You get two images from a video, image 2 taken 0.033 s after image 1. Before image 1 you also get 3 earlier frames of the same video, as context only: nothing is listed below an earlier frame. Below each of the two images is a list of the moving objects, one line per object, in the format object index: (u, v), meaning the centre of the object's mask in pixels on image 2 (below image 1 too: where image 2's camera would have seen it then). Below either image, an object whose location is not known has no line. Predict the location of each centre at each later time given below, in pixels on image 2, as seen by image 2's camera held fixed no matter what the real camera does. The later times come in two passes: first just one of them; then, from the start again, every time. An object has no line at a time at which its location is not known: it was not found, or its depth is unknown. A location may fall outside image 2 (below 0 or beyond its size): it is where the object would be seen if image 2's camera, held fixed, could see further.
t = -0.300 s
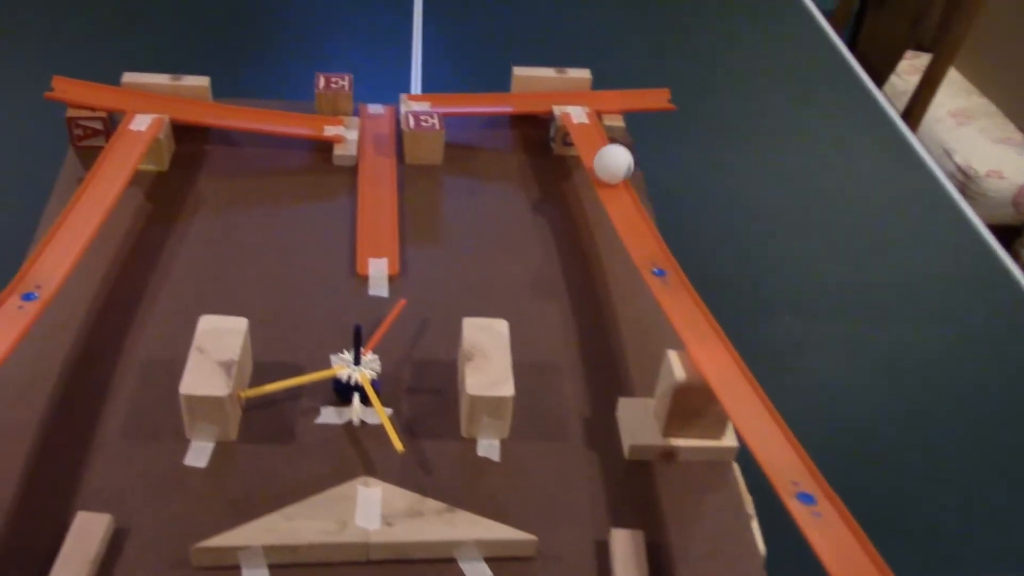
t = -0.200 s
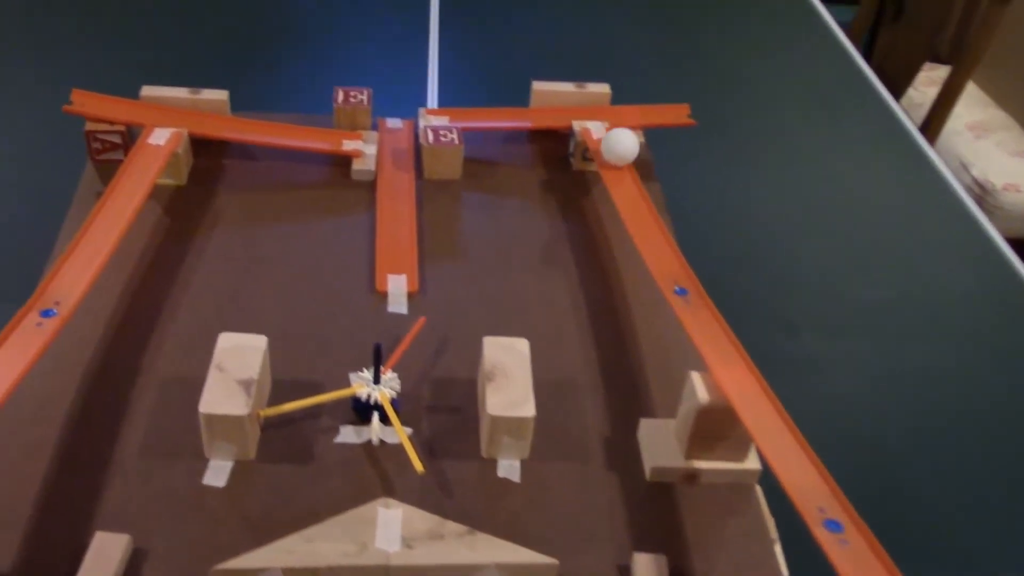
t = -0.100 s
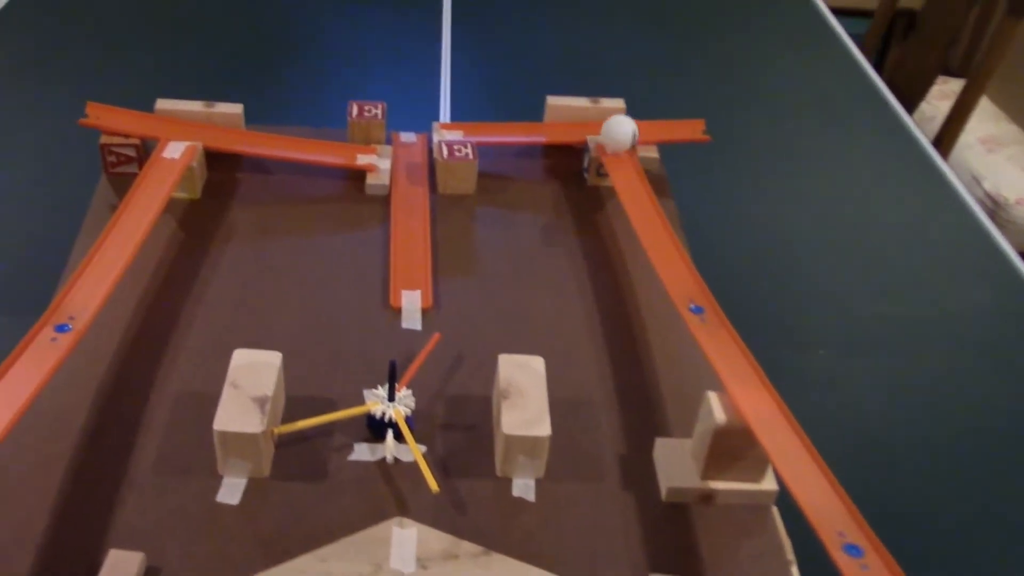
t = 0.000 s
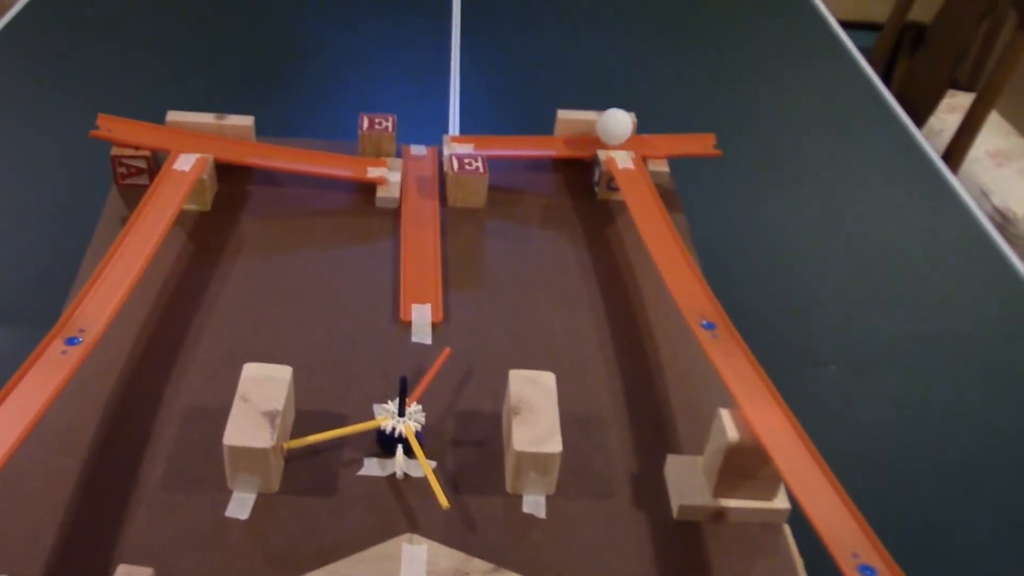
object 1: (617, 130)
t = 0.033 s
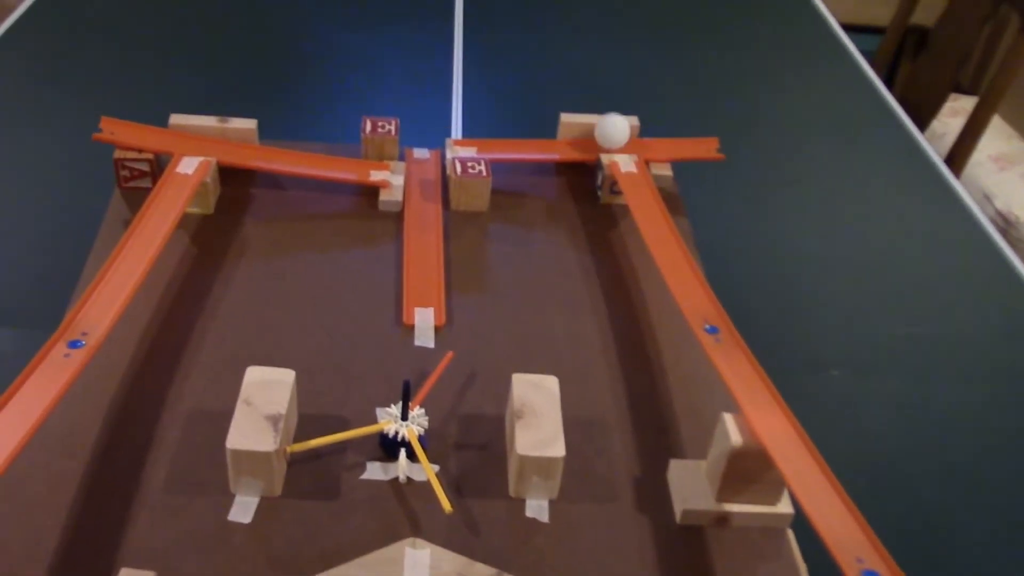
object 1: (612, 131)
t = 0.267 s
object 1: (585, 139)
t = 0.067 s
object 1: (610, 137)
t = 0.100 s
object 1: (607, 136)
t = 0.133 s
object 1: (603, 136)
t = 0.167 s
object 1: (599, 137)
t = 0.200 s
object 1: (595, 137)
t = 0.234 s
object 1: (590, 139)
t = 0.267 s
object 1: (585, 139)
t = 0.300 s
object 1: (579, 138)
